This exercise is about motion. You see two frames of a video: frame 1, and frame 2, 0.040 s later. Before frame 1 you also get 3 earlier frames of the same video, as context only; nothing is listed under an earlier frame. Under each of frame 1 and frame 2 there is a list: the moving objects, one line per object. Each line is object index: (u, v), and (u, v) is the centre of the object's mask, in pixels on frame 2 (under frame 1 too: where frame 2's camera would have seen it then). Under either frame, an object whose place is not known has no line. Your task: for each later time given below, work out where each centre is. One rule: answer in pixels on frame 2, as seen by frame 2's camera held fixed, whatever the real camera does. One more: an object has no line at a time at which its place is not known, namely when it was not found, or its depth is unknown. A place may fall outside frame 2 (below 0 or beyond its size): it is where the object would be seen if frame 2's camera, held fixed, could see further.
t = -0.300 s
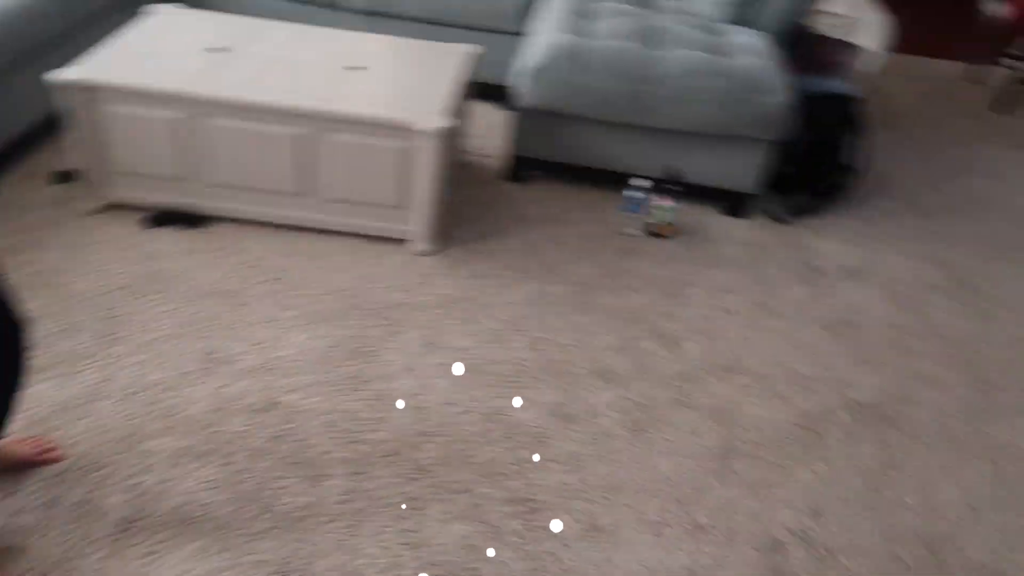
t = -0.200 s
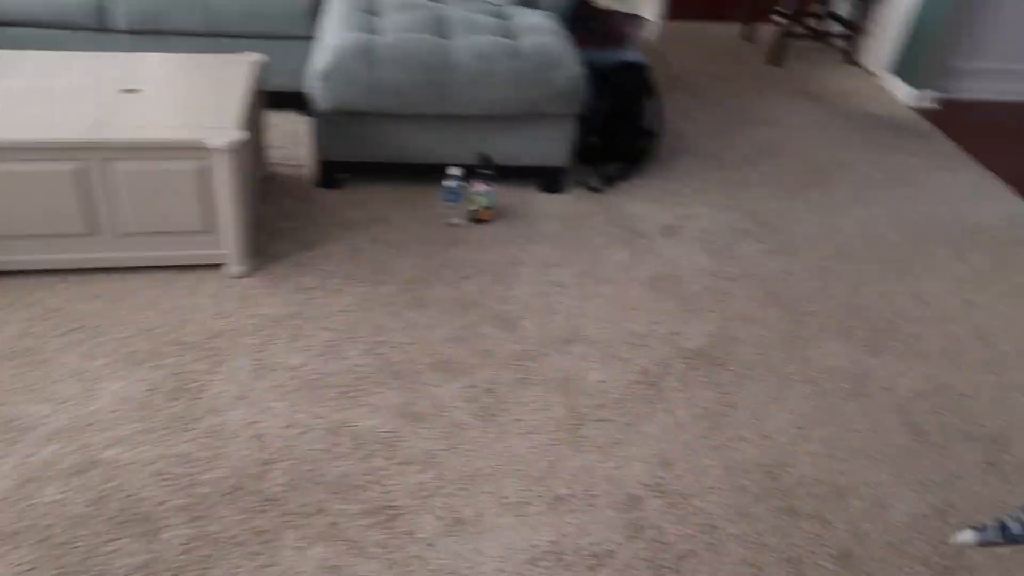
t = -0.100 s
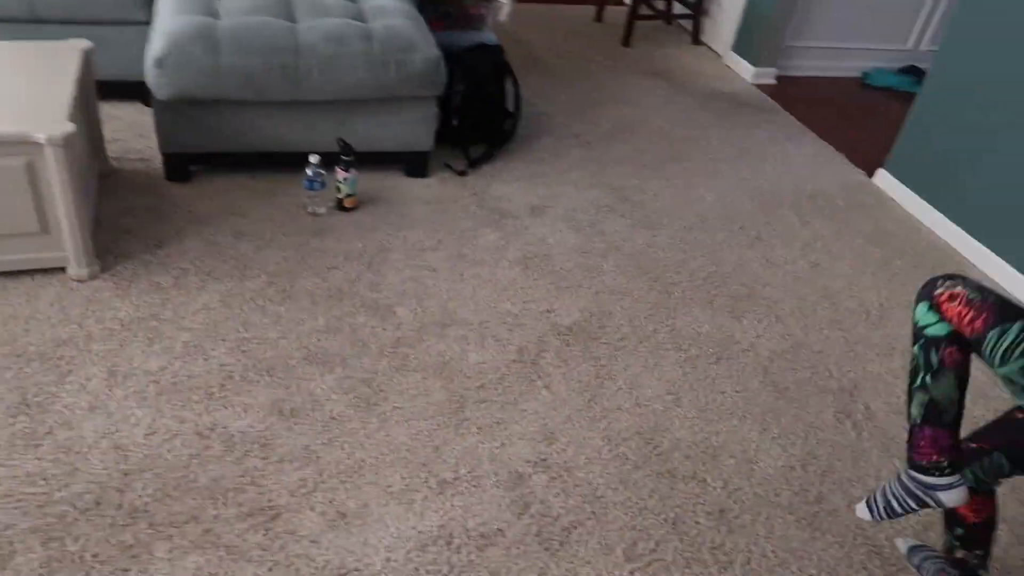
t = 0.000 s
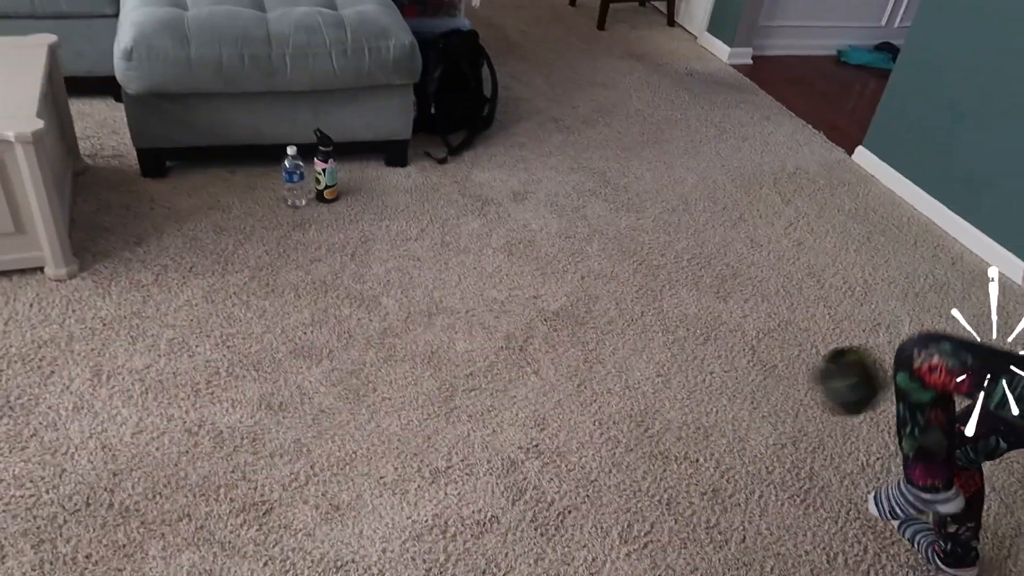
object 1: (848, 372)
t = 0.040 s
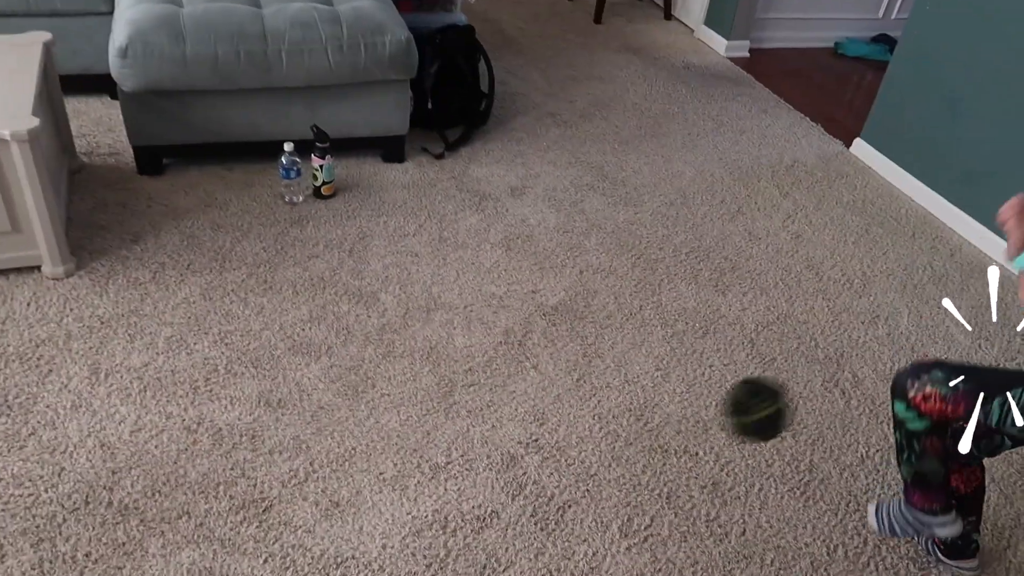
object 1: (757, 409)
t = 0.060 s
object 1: (714, 428)
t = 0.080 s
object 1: (673, 447)
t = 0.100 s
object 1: (635, 467)
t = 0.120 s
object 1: (598, 486)
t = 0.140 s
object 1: (564, 504)
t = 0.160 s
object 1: (534, 525)
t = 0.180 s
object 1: (523, 517)
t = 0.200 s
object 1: (517, 502)
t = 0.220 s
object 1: (511, 488)
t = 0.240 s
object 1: (505, 475)
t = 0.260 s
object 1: (498, 462)
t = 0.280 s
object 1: (491, 449)
